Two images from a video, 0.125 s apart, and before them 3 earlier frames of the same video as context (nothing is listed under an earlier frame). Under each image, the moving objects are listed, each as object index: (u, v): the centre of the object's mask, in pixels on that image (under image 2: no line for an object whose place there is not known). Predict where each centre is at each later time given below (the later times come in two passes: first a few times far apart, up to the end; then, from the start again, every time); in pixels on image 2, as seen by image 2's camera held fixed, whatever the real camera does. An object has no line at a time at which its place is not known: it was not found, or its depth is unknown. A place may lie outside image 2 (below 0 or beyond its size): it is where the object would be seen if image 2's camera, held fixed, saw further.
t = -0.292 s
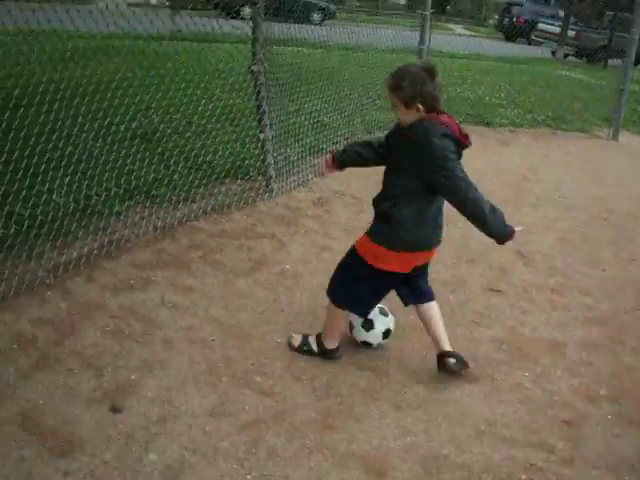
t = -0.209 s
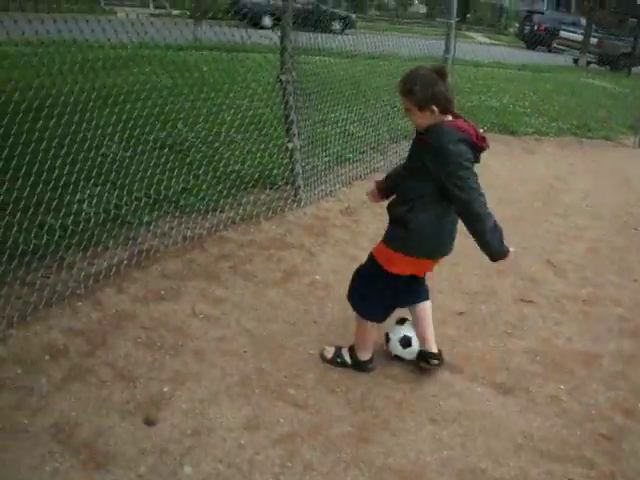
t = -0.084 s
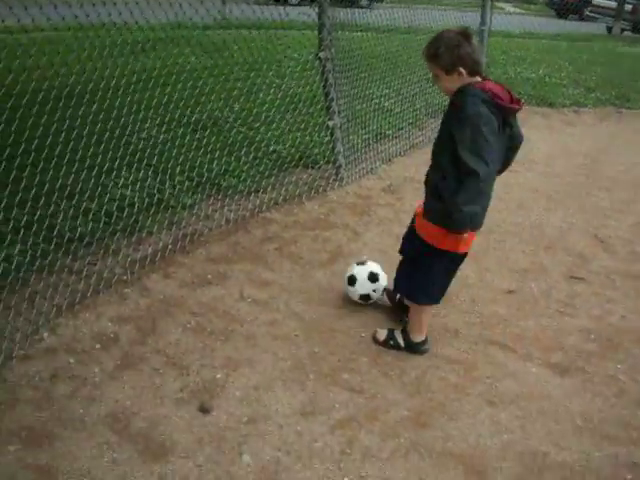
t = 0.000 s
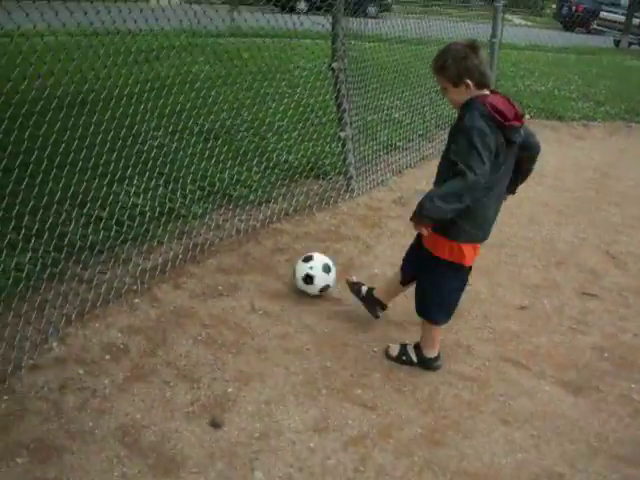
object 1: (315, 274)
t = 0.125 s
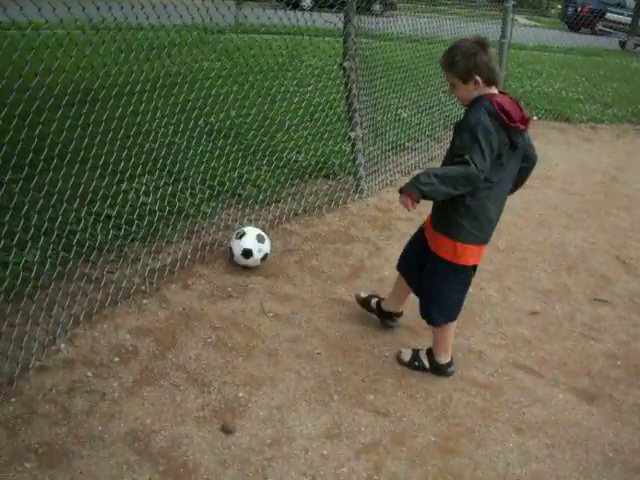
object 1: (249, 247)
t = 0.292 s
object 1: (241, 214)
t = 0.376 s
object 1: (250, 213)
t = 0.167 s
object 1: (230, 237)
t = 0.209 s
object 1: (230, 227)
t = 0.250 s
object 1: (235, 219)
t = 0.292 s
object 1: (241, 214)
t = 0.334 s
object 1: (246, 212)
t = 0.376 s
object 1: (250, 213)
